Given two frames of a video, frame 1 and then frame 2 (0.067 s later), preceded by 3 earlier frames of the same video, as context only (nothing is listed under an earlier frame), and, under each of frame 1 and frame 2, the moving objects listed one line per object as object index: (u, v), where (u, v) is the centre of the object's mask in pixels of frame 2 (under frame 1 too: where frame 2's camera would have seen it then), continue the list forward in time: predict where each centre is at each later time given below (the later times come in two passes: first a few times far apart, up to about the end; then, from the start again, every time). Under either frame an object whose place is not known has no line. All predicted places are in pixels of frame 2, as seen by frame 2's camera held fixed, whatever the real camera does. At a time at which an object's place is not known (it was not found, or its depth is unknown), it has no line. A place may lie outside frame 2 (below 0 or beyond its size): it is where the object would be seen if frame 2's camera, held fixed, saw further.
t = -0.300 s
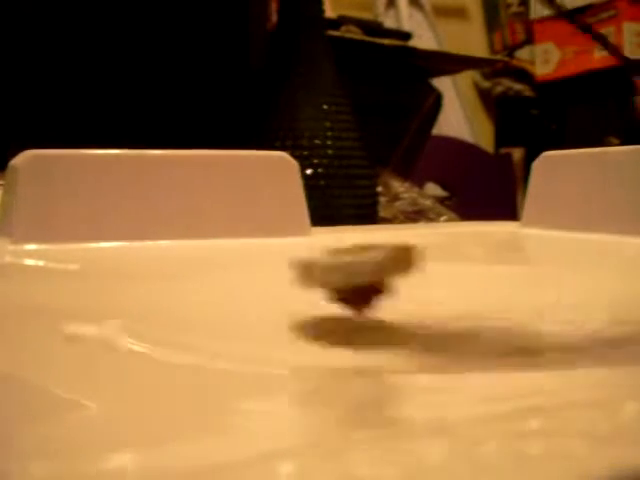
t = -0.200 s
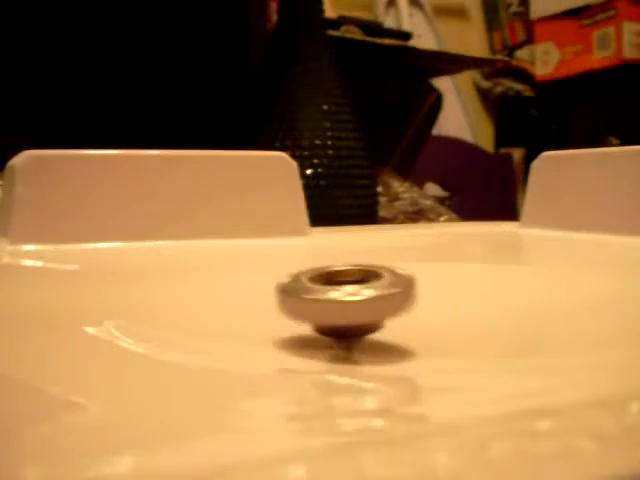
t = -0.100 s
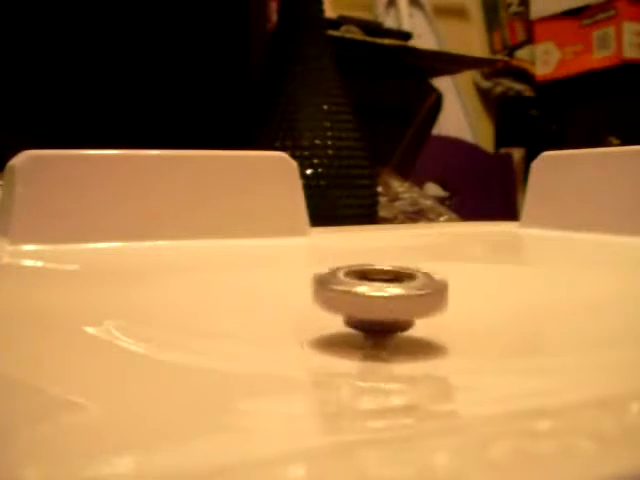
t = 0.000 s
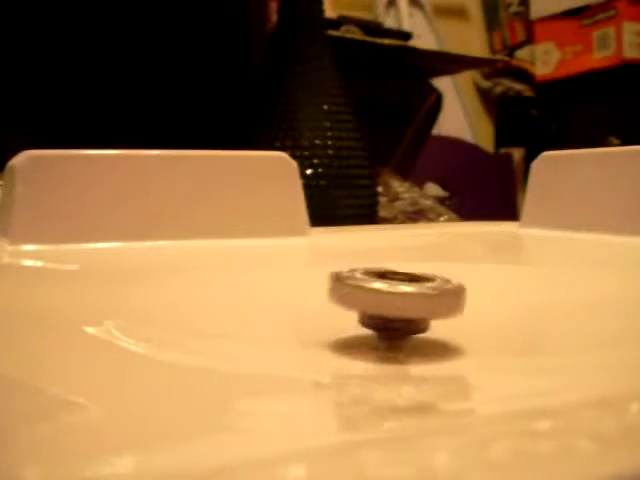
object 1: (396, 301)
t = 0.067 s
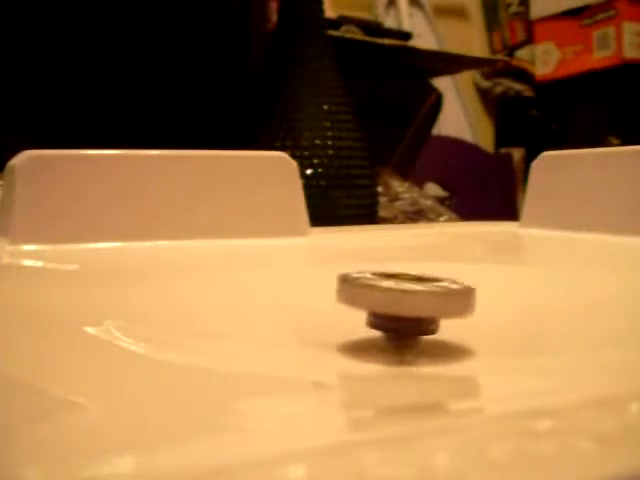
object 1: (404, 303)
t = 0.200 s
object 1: (422, 306)
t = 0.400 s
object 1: (443, 304)
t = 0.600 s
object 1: (433, 299)
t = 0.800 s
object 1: (413, 303)
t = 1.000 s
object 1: (428, 306)
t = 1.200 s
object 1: (448, 303)
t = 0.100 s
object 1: (407, 305)
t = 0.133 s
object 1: (411, 305)
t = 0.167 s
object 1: (416, 306)
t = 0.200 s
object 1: (422, 306)
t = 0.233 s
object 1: (426, 305)
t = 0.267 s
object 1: (431, 306)
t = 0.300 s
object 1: (435, 306)
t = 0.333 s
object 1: (439, 305)
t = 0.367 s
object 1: (442, 305)
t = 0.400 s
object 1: (443, 304)
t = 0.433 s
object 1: (443, 303)
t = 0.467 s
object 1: (443, 302)
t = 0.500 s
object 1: (442, 301)
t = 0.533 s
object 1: (440, 300)
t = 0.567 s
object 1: (437, 299)
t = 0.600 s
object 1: (433, 299)
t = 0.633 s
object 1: (428, 299)
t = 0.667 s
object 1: (425, 299)
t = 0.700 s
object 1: (422, 300)
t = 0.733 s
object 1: (418, 300)
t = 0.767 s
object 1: (415, 302)
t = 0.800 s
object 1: (413, 303)
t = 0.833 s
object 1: (413, 304)
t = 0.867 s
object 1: (413, 305)
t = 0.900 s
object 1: (416, 305)
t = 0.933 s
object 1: (419, 306)
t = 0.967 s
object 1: (423, 306)
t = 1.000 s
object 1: (428, 306)
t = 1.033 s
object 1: (433, 307)
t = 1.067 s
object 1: (437, 306)
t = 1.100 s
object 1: (442, 306)
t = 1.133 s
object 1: (446, 305)
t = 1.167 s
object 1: (448, 304)
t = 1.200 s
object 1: (448, 303)
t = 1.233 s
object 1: (446, 302)
